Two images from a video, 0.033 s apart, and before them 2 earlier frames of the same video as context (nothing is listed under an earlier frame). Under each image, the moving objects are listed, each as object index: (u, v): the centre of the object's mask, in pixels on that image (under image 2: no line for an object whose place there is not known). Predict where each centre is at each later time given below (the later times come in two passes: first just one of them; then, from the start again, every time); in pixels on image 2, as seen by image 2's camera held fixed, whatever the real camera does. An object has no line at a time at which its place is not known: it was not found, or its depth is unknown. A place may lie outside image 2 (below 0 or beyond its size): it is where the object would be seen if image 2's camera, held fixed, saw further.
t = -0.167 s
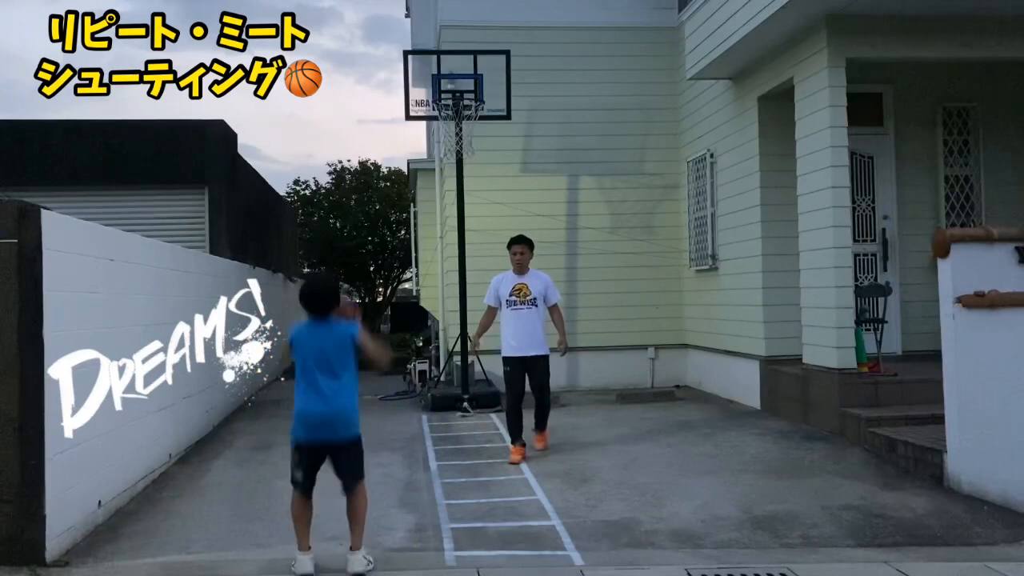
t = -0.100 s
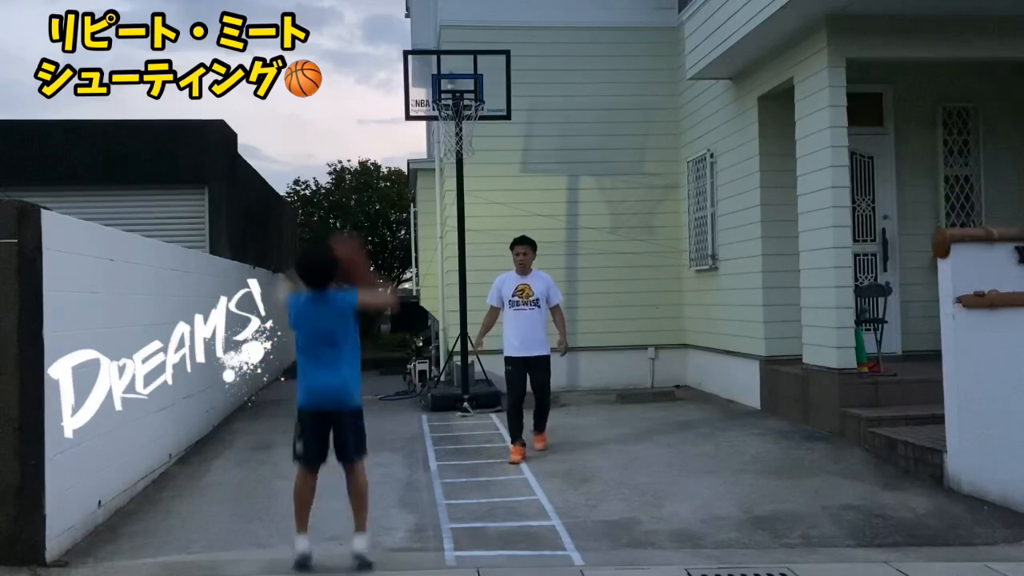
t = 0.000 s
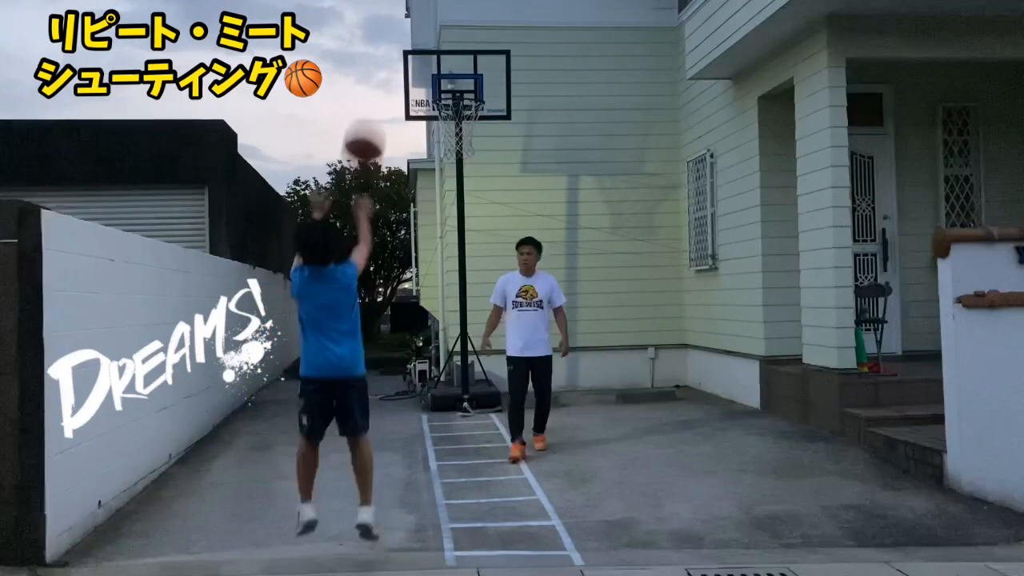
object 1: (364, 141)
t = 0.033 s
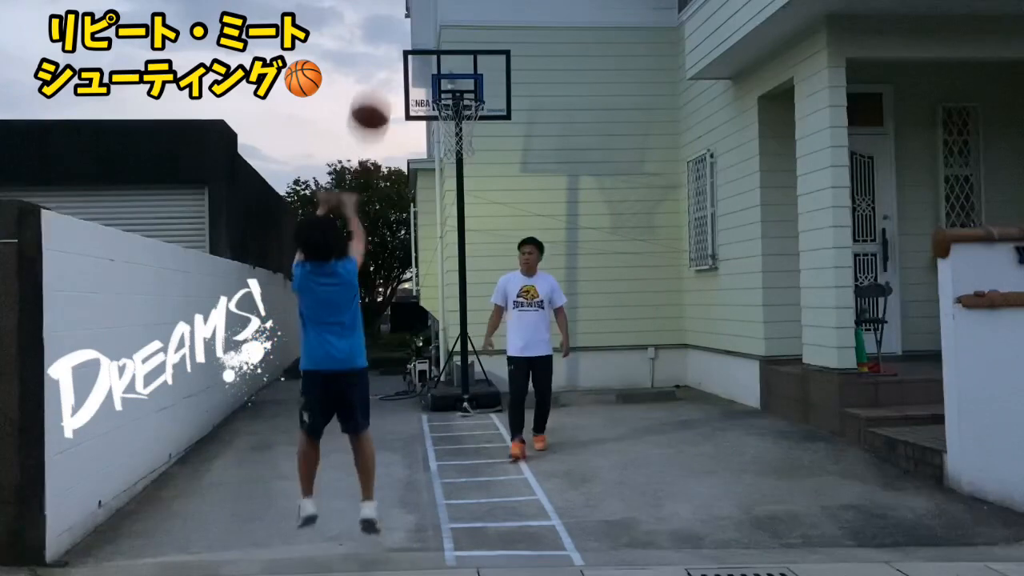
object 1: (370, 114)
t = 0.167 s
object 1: (392, 19)
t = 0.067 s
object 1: (376, 86)
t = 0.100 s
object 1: (380, 61)
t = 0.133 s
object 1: (386, 38)
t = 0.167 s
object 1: (392, 19)
